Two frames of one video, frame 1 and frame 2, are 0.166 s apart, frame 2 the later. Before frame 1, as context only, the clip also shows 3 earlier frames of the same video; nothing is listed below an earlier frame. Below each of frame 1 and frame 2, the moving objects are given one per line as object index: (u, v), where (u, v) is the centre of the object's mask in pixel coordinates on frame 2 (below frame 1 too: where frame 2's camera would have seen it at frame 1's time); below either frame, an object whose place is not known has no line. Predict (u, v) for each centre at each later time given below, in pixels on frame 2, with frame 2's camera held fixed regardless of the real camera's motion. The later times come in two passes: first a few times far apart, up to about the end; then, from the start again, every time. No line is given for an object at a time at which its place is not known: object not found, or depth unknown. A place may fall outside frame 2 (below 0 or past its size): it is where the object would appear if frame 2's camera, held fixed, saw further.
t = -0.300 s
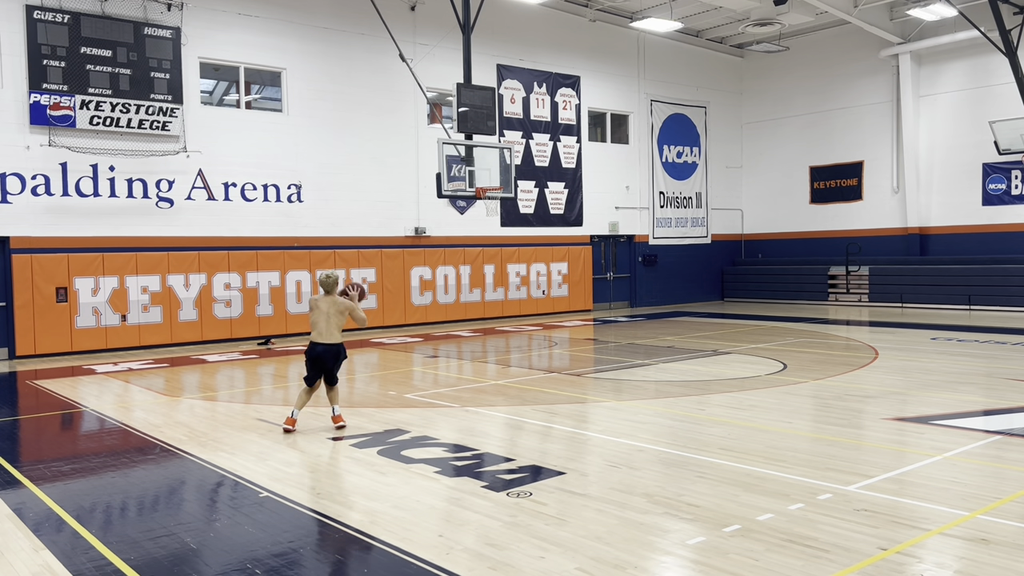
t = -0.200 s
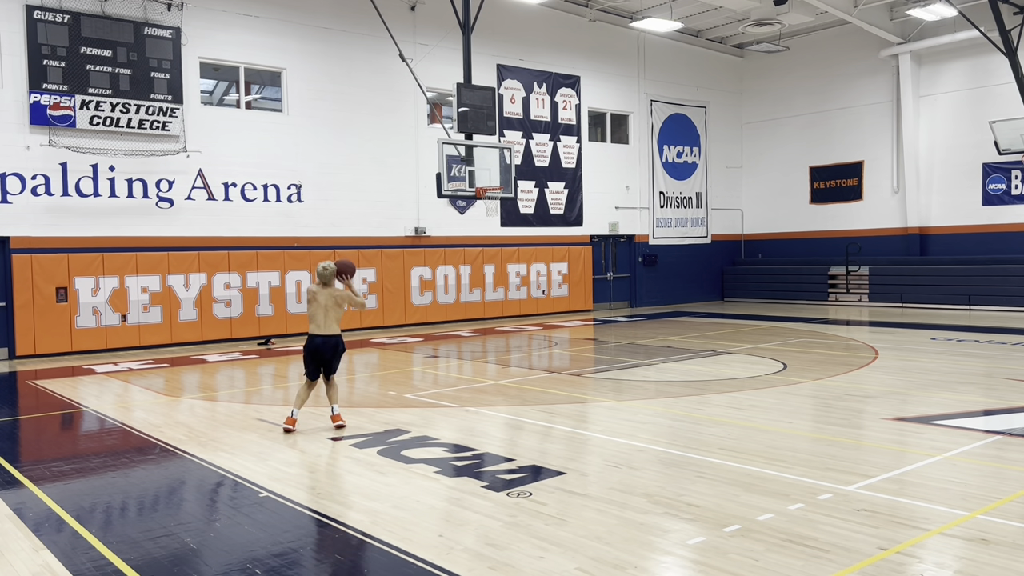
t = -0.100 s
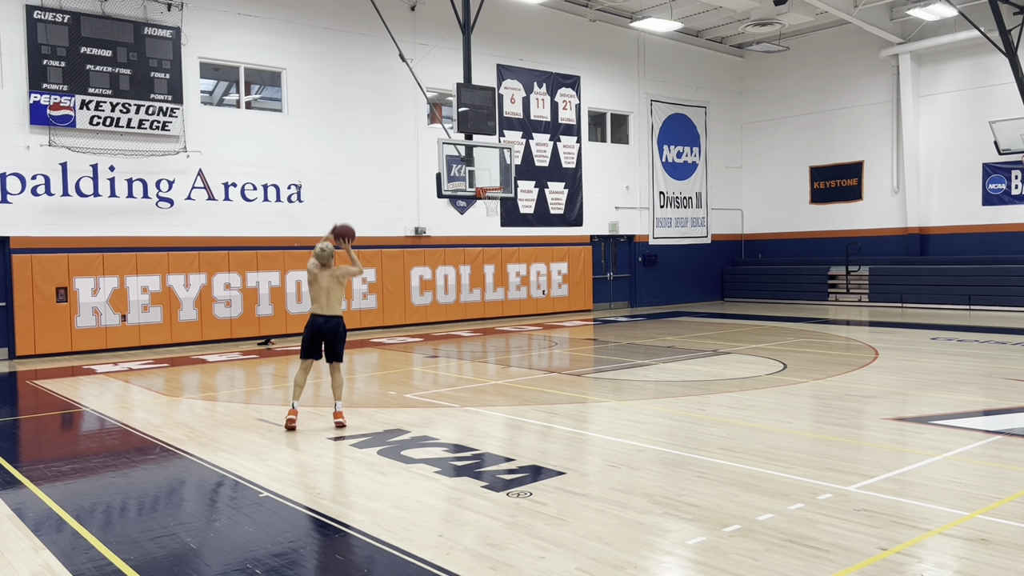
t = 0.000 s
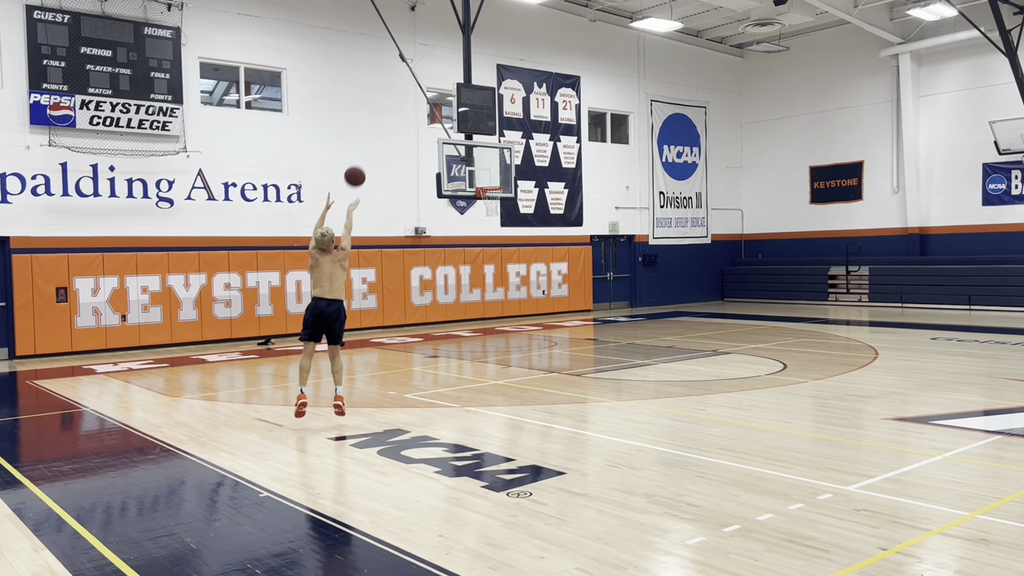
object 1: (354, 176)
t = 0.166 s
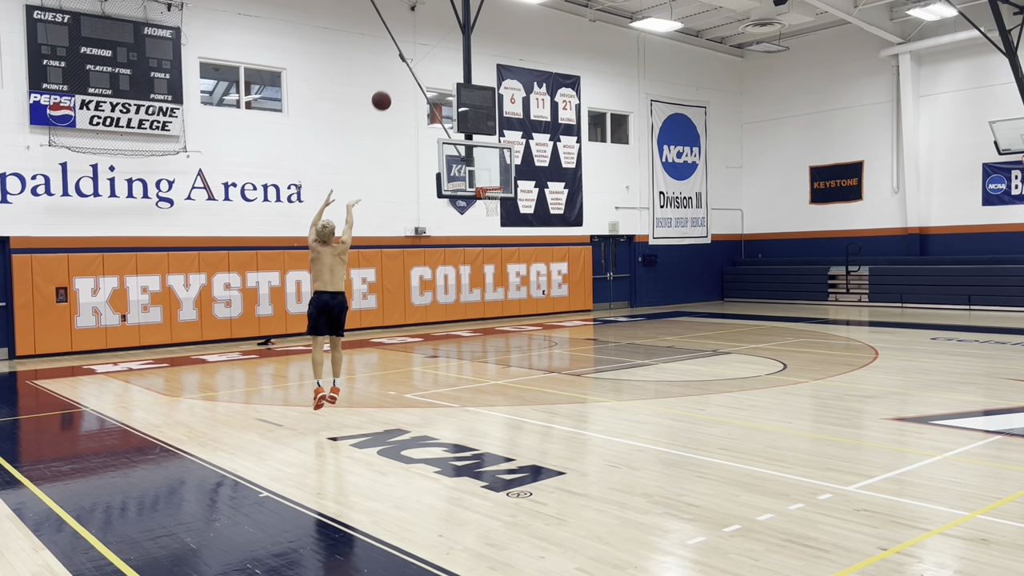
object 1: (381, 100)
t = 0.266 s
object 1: (395, 71)
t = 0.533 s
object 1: (427, 37)
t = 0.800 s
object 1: (453, 53)
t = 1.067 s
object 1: (475, 105)
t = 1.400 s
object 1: (486, 194)
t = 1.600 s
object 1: (477, 193)
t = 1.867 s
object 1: (485, 205)
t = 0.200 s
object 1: (386, 89)
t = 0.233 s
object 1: (390, 80)
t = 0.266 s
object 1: (395, 71)
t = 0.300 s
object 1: (400, 63)
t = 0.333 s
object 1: (404, 57)
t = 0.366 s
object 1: (408, 51)
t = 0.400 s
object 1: (412, 47)
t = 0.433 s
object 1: (416, 43)
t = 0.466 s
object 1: (420, 40)
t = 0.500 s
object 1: (423, 38)
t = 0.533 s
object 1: (427, 37)
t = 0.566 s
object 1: (431, 36)
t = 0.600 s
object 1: (434, 37)
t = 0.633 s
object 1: (437, 38)
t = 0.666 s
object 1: (440, 39)
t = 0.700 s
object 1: (444, 42)
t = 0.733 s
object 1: (447, 45)
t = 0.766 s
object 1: (449, 48)
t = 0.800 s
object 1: (453, 53)
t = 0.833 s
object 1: (455, 58)
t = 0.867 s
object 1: (458, 63)
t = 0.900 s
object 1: (461, 69)
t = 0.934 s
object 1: (464, 75)
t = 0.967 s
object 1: (467, 81)
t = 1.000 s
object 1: (470, 89)
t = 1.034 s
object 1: (473, 96)
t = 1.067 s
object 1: (475, 105)
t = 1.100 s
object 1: (478, 114)
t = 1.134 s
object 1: (480, 122)
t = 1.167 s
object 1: (483, 131)
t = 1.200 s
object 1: (485, 141)
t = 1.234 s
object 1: (488, 151)
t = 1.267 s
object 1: (490, 161)
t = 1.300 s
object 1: (493, 172)
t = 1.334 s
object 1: (495, 182)
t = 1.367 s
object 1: (492, 190)
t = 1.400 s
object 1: (486, 194)
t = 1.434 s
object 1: (480, 197)
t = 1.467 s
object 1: (479, 196)
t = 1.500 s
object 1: (477, 195)
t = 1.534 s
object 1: (477, 193)
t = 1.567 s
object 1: (477, 193)
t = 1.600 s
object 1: (477, 193)
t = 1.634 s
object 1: (477, 193)
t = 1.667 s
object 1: (477, 194)
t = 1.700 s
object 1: (478, 194)
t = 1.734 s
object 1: (479, 197)
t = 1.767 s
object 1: (480, 198)
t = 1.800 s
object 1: (481, 198)
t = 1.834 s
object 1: (483, 202)
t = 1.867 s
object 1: (485, 205)
